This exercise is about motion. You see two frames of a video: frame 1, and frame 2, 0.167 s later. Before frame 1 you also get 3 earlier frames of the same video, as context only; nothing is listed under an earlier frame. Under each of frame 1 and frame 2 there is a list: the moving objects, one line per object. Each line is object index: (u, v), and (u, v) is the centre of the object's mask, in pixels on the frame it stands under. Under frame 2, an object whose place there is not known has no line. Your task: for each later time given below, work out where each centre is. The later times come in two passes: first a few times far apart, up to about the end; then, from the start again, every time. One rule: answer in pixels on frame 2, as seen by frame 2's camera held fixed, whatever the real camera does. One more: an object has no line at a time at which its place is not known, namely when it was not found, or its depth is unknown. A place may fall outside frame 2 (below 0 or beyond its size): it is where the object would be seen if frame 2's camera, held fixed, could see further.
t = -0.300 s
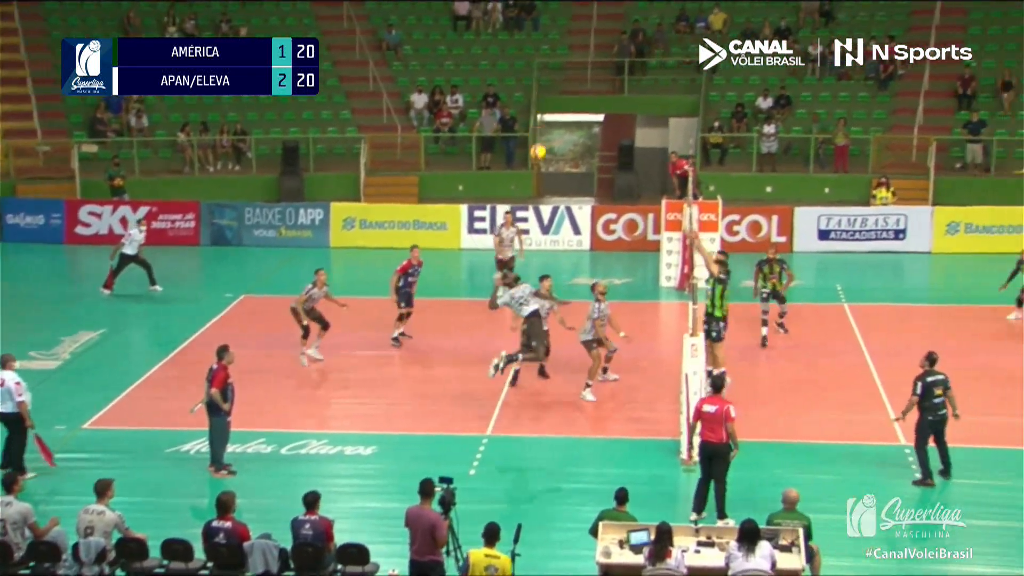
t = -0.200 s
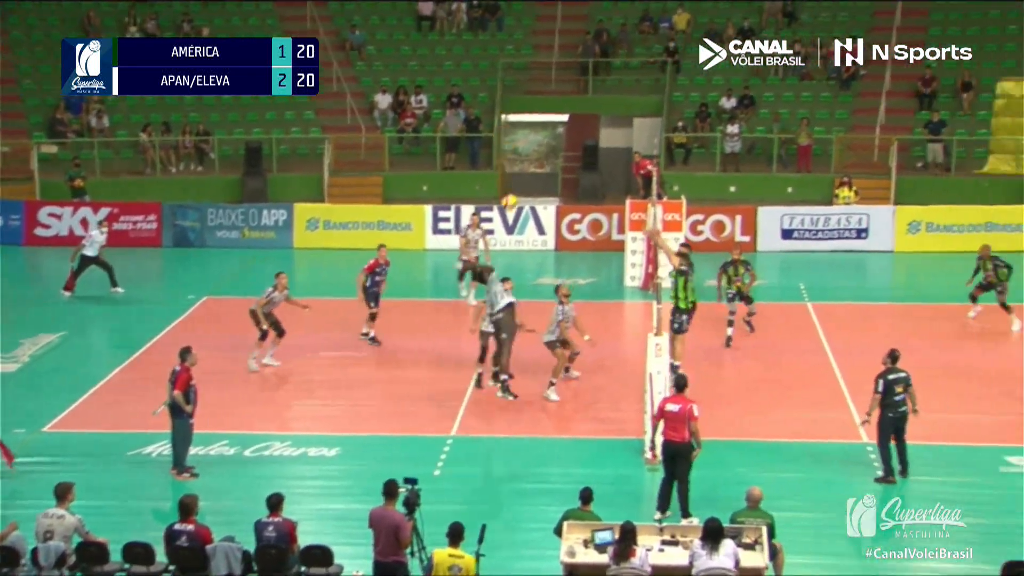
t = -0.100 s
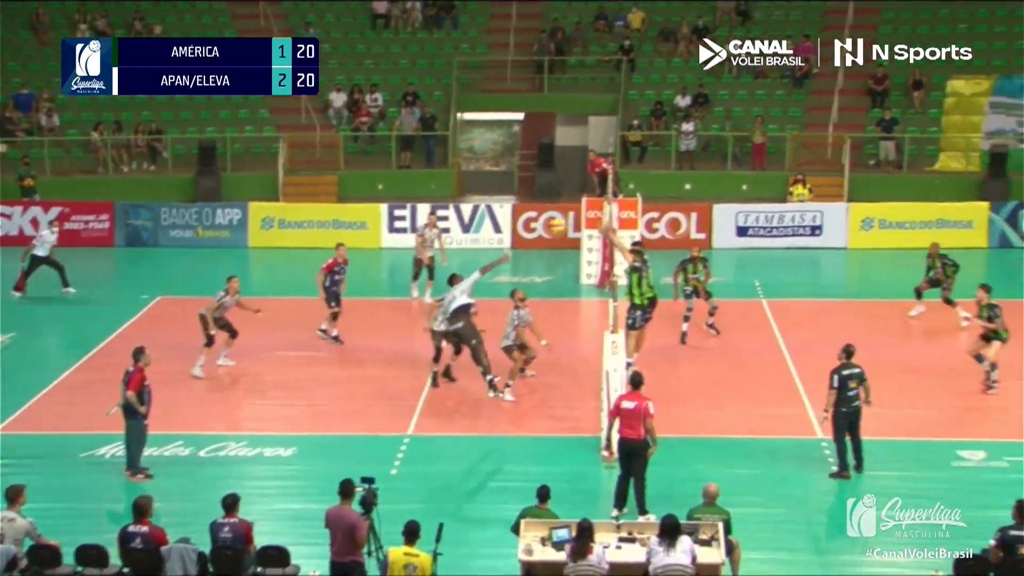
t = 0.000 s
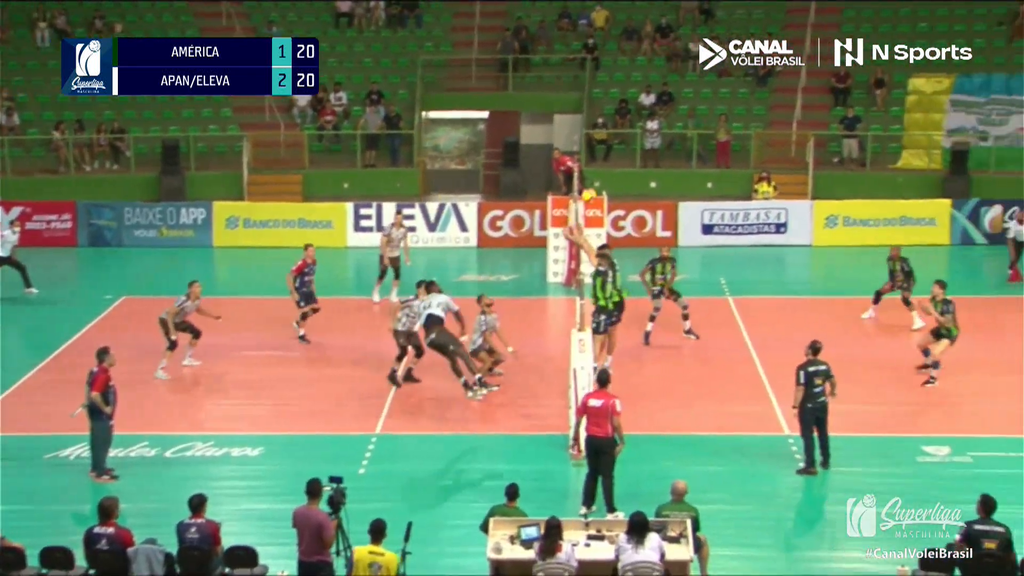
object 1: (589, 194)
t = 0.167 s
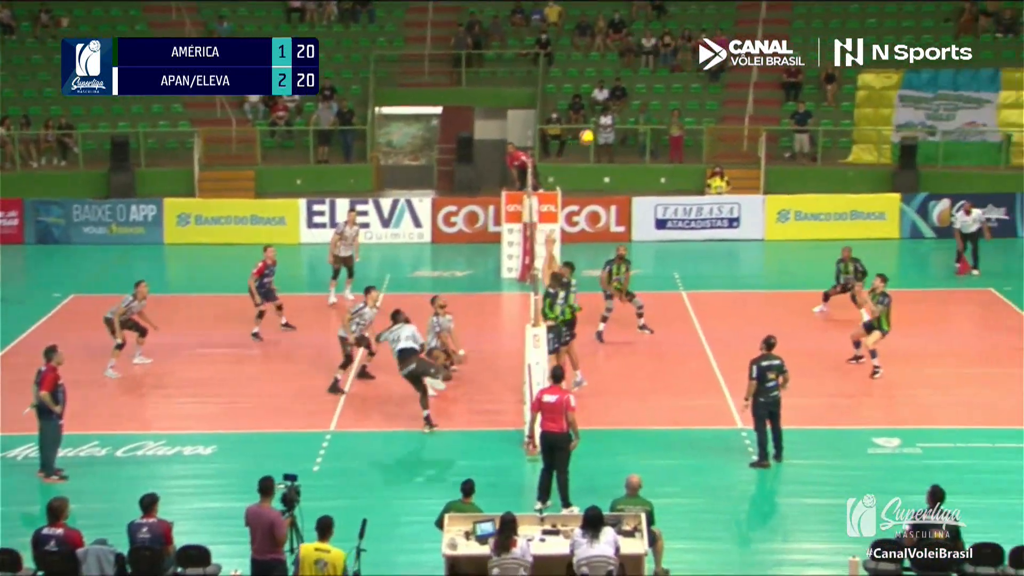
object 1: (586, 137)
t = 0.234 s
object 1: (604, 120)
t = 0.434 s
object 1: (655, 89)
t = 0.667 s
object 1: (712, 86)
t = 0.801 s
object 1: (743, 102)
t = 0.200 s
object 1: (595, 128)
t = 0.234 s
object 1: (604, 120)
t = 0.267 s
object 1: (612, 113)
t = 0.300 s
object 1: (621, 107)
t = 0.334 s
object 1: (629, 101)
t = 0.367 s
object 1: (638, 96)
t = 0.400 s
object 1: (646, 92)
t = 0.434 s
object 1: (655, 89)
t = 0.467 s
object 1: (663, 87)
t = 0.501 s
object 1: (672, 85)
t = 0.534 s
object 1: (680, 83)
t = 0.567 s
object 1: (688, 83)
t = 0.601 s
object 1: (696, 84)
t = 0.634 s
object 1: (704, 85)
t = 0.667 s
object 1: (712, 86)
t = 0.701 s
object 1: (720, 90)
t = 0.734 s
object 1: (728, 92)
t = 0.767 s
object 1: (736, 97)
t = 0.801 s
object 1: (743, 102)
